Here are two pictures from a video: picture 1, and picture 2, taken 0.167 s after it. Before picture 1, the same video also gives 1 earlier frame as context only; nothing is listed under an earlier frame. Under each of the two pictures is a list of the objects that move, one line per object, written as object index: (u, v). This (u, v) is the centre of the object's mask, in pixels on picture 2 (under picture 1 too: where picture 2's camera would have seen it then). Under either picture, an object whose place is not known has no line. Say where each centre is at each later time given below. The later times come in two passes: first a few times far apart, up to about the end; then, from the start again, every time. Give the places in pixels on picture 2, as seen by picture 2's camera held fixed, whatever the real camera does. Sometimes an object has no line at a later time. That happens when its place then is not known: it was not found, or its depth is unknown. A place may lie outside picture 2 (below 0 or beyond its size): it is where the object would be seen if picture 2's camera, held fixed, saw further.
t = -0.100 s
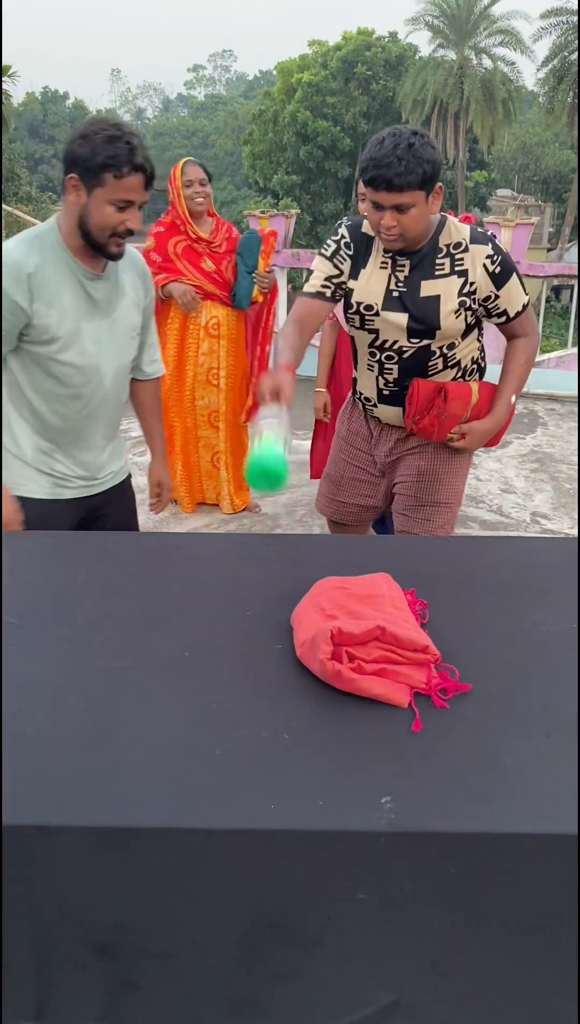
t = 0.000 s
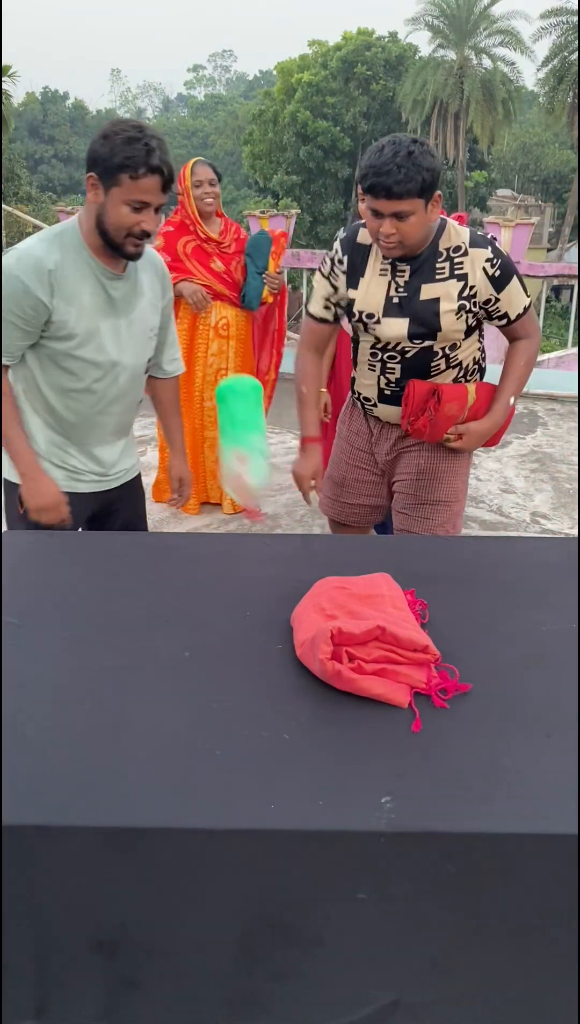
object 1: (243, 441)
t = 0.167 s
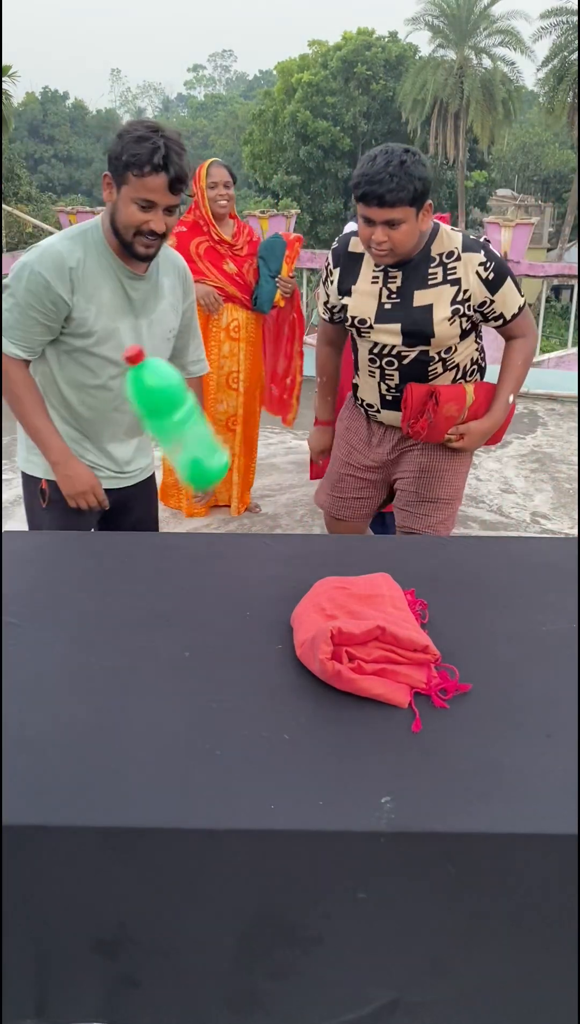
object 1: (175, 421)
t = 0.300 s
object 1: (131, 565)
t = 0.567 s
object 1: (57, 711)
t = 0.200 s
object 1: (164, 443)
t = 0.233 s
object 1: (153, 475)
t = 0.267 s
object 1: (142, 515)
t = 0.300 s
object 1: (131, 565)
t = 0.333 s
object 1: (119, 620)
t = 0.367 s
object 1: (106, 667)
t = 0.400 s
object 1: (96, 692)
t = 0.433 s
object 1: (86, 694)
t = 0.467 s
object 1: (76, 702)
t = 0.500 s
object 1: (67, 707)
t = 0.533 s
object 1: (61, 710)
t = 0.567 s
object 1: (57, 711)
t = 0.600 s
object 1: (54, 710)
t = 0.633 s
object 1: (53, 709)
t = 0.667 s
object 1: (52, 708)
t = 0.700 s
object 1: (51, 707)
